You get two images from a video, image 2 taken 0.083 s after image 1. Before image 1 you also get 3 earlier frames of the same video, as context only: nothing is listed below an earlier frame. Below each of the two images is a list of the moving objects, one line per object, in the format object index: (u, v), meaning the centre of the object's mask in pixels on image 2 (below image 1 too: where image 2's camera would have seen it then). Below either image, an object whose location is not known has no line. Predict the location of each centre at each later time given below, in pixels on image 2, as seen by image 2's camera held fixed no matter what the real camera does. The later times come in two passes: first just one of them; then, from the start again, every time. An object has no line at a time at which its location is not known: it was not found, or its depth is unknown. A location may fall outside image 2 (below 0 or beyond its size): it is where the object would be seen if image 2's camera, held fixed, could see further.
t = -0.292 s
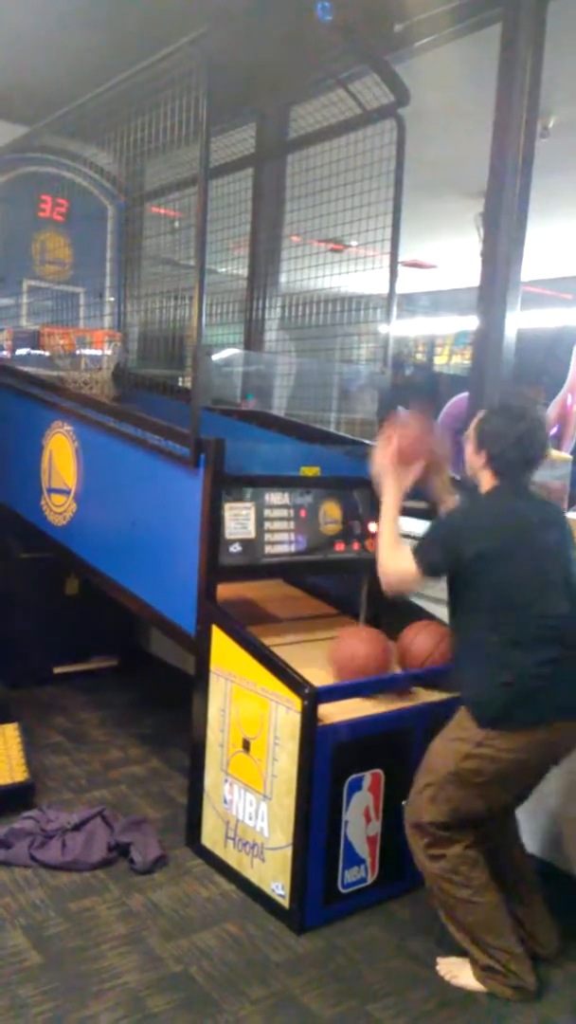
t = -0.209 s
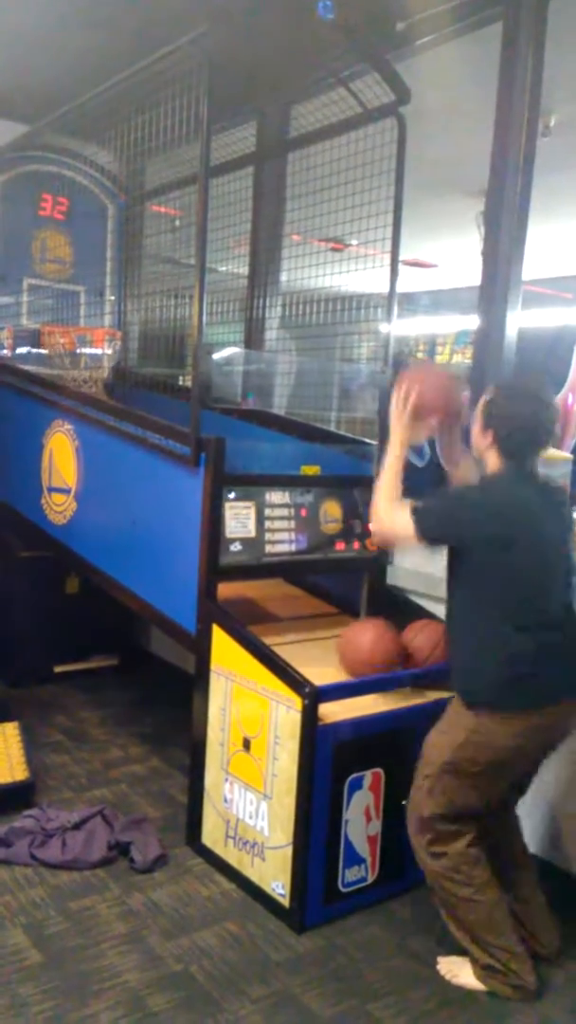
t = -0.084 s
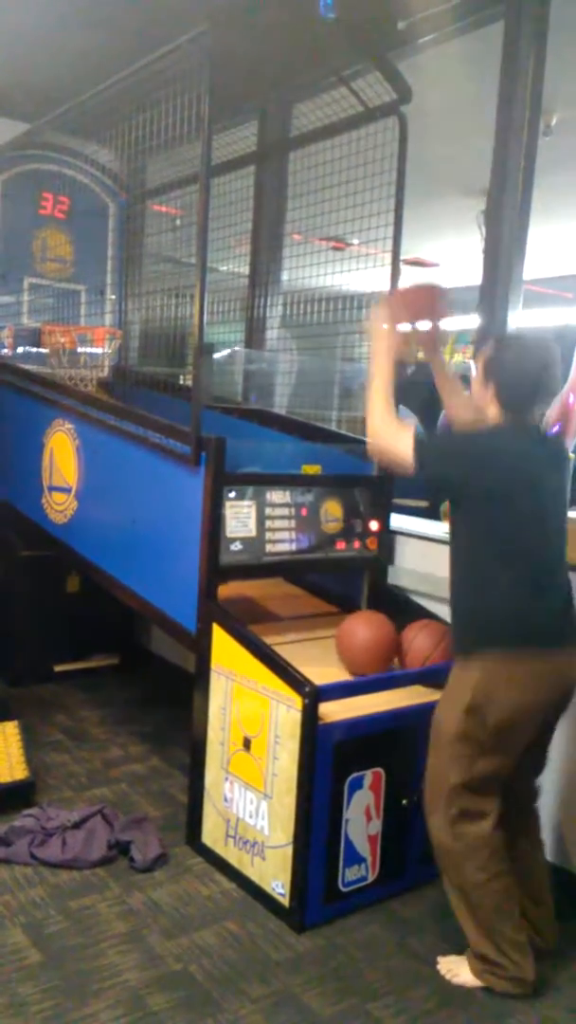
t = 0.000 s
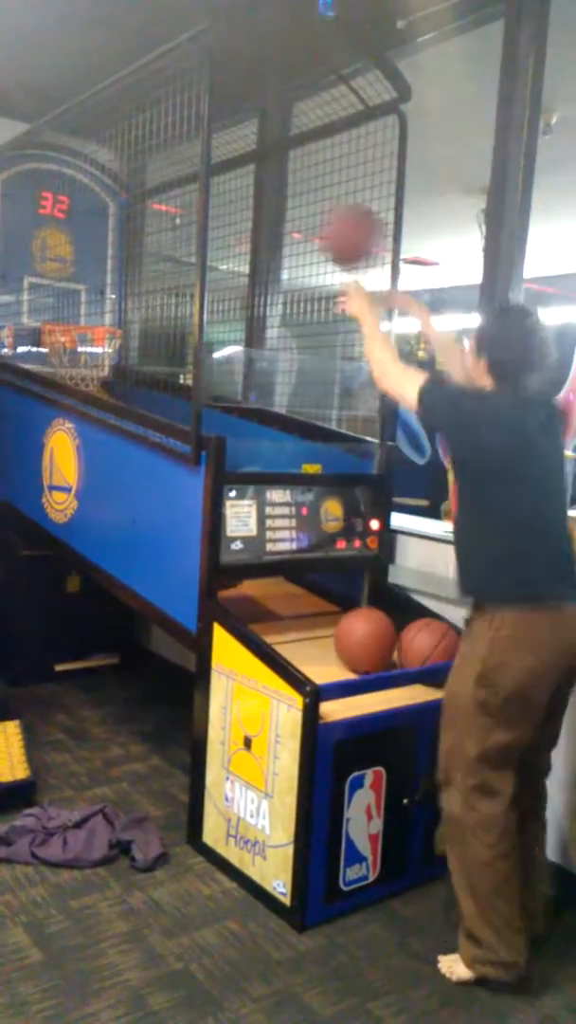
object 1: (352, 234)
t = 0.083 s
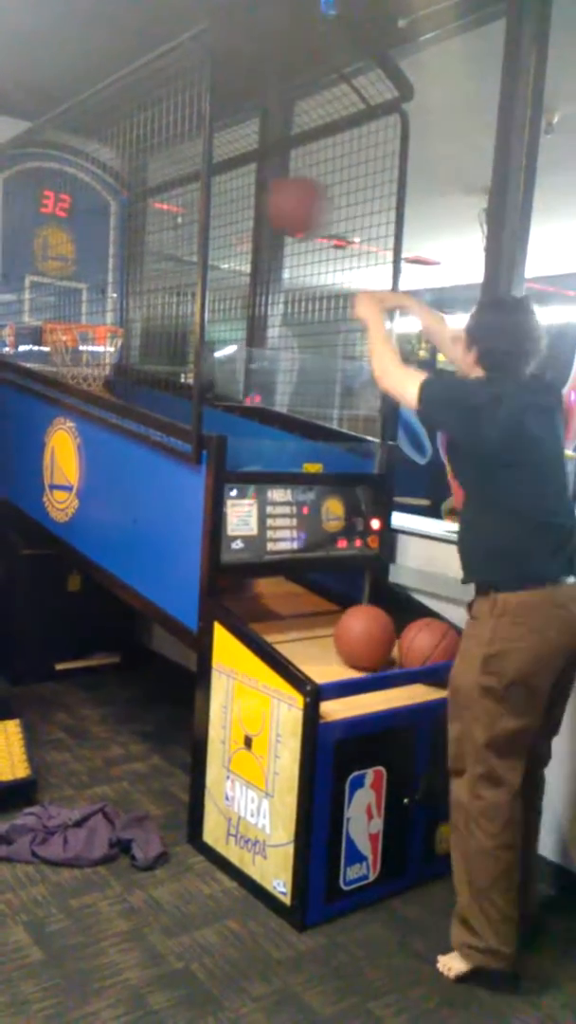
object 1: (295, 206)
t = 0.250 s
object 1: (202, 209)
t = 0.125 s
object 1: (269, 199)
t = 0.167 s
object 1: (247, 200)
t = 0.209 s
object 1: (229, 203)
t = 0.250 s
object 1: (202, 209)
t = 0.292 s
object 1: (184, 221)
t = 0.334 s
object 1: (167, 236)
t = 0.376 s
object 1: (148, 252)
